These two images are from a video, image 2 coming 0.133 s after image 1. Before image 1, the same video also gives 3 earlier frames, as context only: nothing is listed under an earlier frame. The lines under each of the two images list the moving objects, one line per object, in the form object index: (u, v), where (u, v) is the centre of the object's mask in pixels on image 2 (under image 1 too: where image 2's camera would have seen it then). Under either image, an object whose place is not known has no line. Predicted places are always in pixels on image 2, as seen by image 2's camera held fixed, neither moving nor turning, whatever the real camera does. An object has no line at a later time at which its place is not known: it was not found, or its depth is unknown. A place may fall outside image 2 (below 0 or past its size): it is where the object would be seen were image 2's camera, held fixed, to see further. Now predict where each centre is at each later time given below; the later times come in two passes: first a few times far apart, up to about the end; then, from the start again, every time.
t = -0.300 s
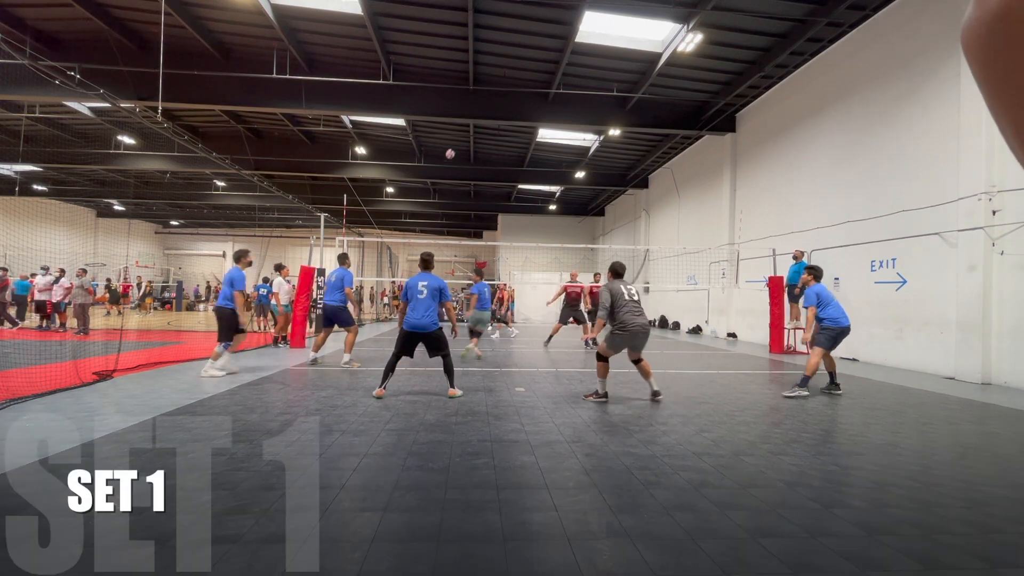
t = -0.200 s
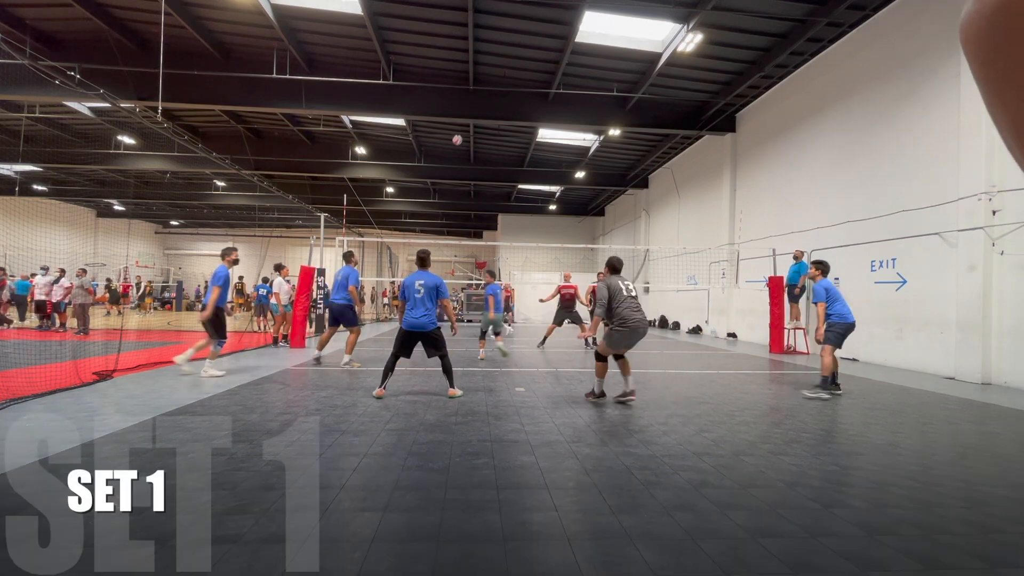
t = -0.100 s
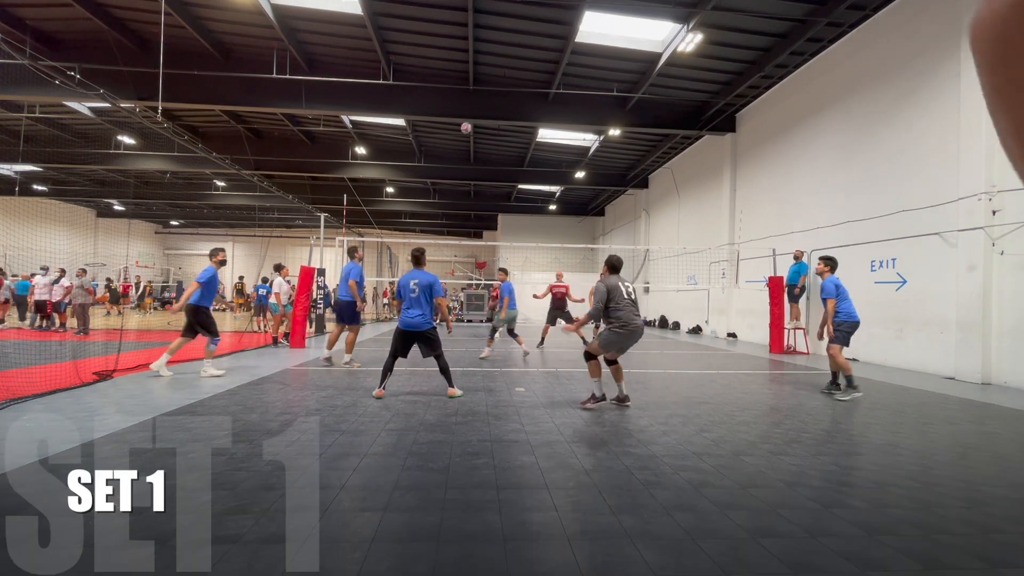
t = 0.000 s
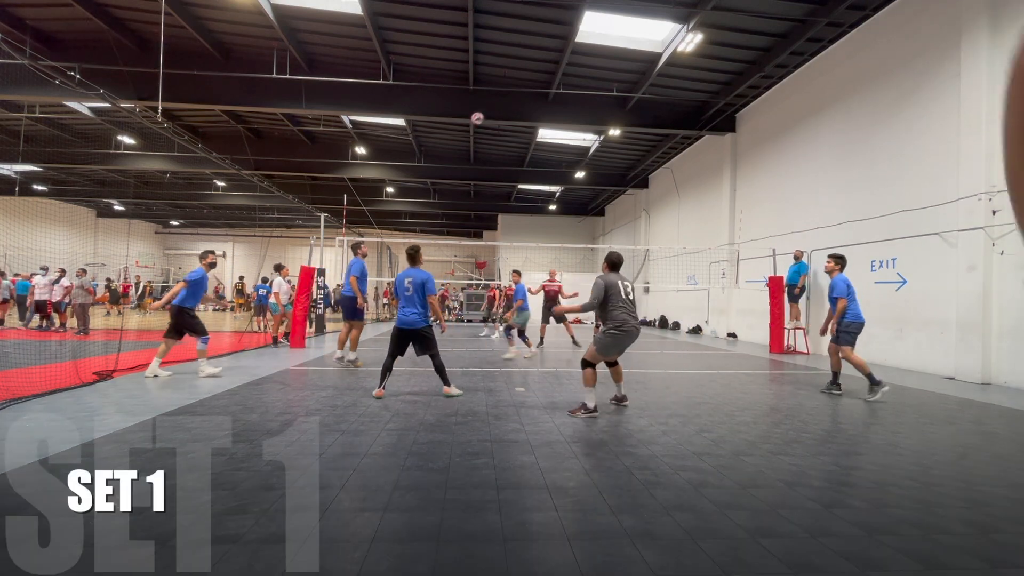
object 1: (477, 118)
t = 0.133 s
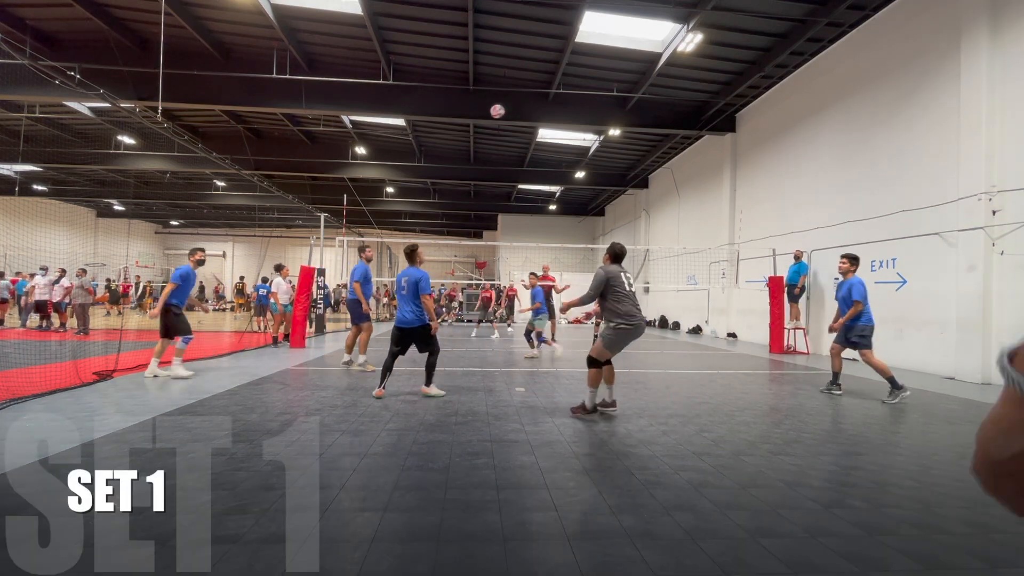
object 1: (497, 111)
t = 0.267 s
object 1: (523, 112)
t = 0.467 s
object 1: (579, 150)
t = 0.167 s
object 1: (503, 110)
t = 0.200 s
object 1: (509, 110)
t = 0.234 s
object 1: (516, 111)
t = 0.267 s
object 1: (523, 112)
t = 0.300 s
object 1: (530, 114)
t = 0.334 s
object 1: (539, 118)
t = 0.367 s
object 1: (547, 121)
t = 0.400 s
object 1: (556, 128)
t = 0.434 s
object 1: (566, 138)
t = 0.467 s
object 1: (579, 150)
